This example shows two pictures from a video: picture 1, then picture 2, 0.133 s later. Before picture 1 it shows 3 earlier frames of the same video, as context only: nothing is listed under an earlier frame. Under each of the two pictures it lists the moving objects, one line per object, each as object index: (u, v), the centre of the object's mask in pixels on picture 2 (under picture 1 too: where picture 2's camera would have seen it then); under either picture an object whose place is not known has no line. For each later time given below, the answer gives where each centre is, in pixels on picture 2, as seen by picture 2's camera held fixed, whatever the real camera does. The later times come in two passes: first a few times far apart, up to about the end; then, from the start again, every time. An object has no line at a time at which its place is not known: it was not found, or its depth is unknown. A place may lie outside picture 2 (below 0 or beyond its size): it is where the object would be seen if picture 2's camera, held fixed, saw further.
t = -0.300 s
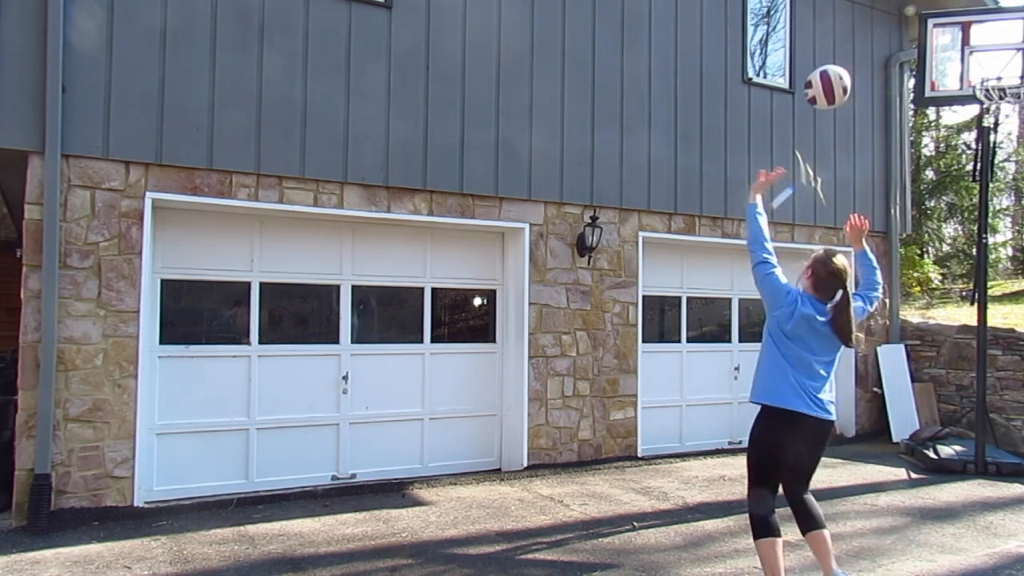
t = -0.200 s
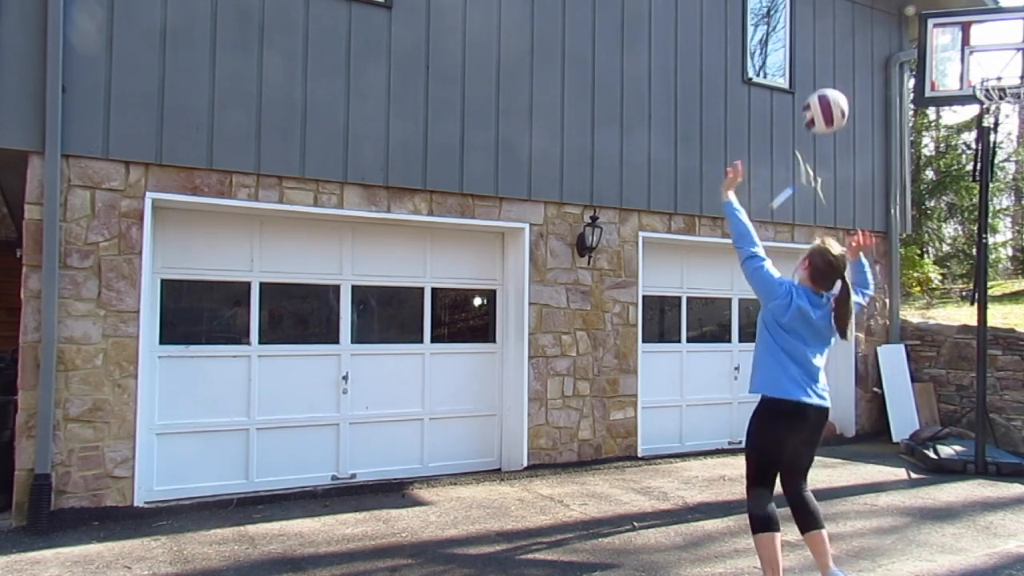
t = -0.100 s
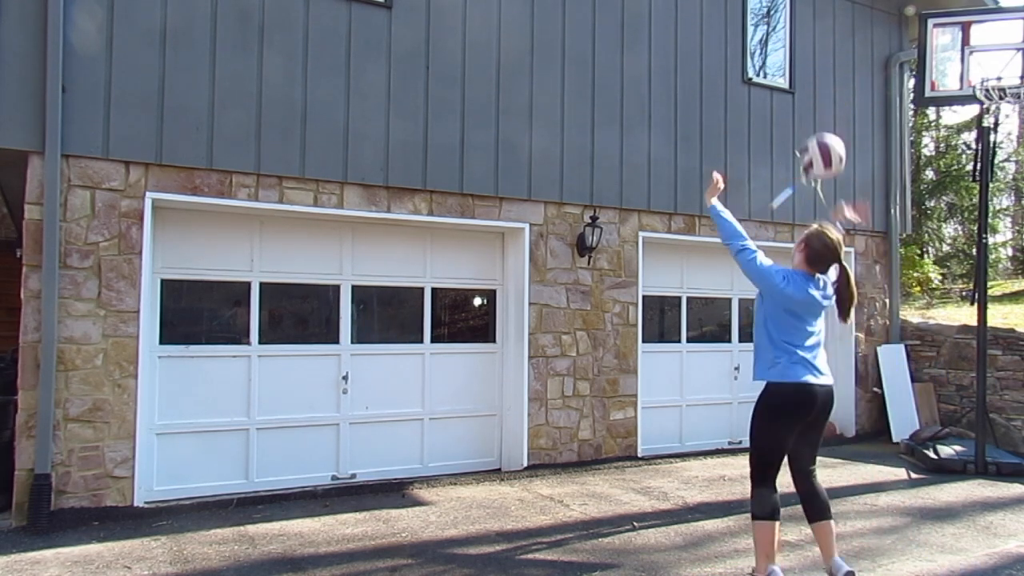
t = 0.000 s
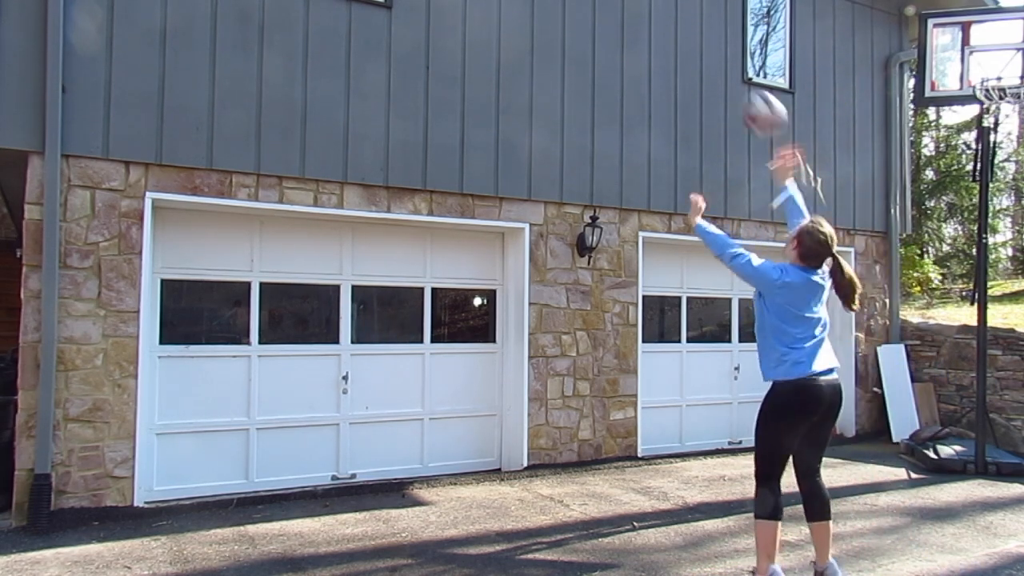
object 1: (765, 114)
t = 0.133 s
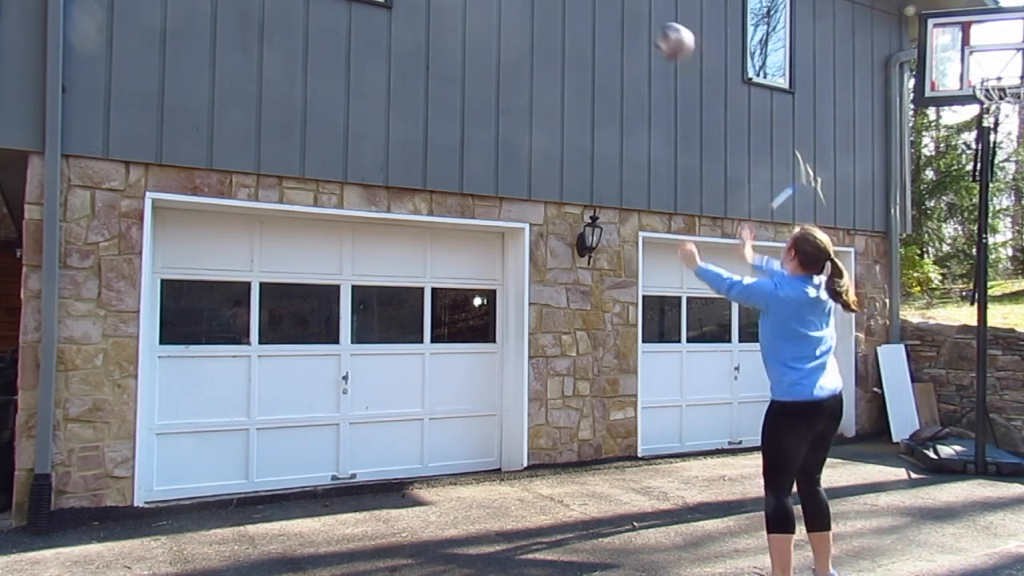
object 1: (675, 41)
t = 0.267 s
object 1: (610, 13)
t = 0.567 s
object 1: (554, 15)
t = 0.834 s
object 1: (637, 42)
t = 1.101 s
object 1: (736, 189)
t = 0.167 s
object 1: (657, 30)
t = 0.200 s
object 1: (640, 22)
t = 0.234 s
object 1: (624, 16)
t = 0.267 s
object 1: (610, 13)
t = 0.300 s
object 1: (596, 11)
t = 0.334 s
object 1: (584, 11)
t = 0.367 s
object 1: (571, 11)
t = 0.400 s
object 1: (559, 12)
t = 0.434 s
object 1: (548, 16)
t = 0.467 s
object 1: (537, 21)
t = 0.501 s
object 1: (535, 23)
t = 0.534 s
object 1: (545, 18)
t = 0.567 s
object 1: (554, 15)
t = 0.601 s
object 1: (564, 14)
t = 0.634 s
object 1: (575, 13)
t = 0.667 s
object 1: (585, 14)
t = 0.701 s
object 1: (594, 16)
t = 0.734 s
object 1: (605, 20)
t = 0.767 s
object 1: (616, 25)
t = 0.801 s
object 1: (627, 33)
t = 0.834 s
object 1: (637, 42)
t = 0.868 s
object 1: (649, 53)
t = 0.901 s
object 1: (661, 66)
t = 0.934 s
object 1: (672, 81)
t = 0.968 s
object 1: (685, 99)
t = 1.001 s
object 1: (698, 118)
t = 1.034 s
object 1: (710, 139)
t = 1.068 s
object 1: (724, 163)
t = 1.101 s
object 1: (736, 189)
